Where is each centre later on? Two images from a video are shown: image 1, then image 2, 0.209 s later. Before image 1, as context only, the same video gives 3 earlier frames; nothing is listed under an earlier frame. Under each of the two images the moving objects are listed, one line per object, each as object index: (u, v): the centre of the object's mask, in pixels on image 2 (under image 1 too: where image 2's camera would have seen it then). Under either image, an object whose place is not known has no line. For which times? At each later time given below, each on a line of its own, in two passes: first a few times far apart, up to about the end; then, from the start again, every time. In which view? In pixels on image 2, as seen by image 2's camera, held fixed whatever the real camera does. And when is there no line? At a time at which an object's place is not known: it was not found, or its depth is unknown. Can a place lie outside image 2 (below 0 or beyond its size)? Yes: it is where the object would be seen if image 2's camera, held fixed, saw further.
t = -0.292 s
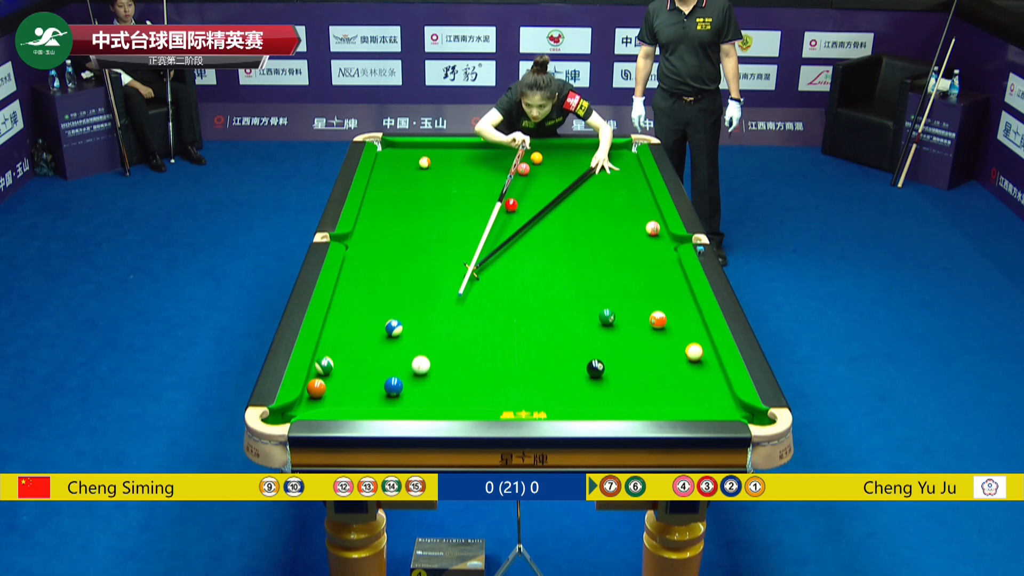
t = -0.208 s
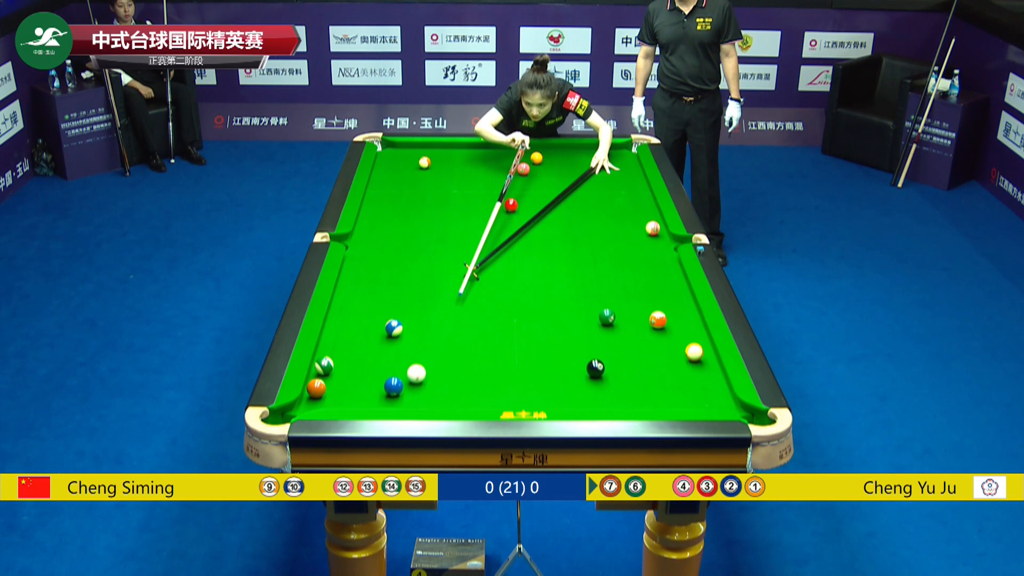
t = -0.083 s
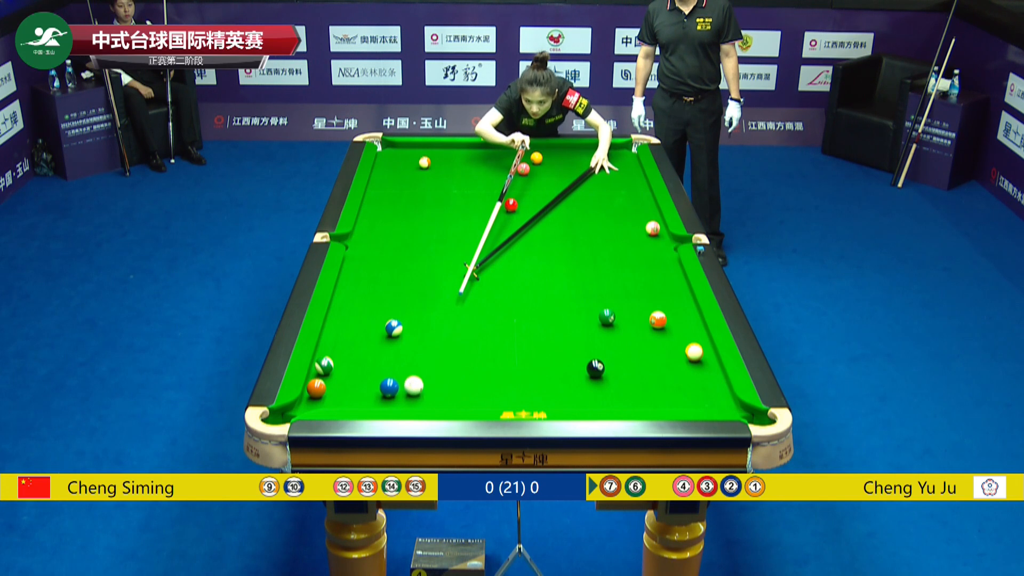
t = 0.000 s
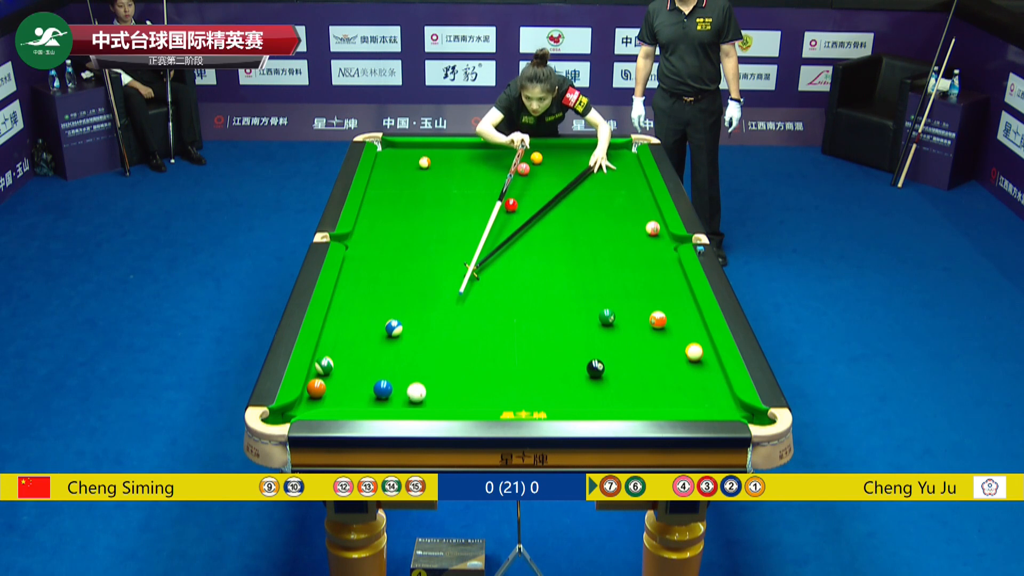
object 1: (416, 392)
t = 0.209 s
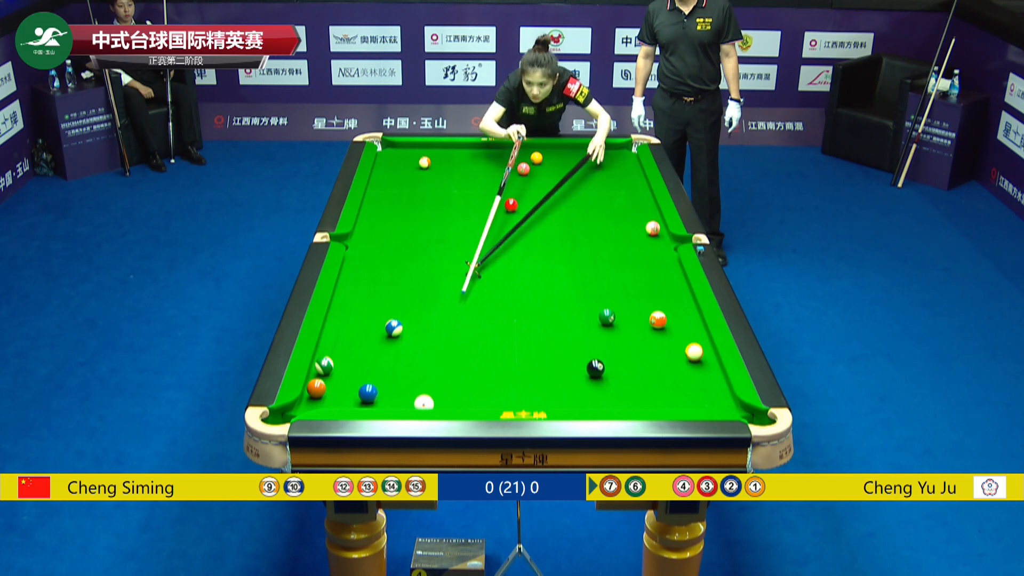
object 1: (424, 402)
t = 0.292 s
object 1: (430, 397)
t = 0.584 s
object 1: (443, 383)
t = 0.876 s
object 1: (454, 370)
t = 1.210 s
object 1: (468, 356)
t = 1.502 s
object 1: (476, 347)
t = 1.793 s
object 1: (484, 338)
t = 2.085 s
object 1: (492, 330)
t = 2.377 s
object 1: (499, 322)
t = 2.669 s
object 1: (504, 317)
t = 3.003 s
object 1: (510, 311)
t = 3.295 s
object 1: (514, 307)
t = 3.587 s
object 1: (518, 303)
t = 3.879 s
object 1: (521, 301)
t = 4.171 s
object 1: (524, 298)
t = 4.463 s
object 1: (525, 297)
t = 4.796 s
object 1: (526, 296)
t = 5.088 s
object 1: (526, 296)
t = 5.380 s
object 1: (527, 296)
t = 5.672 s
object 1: (527, 296)
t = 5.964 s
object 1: (527, 296)
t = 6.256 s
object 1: (527, 296)
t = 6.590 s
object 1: (527, 296)
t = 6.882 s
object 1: (527, 296)
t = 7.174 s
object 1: (527, 296)
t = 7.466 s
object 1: (527, 296)
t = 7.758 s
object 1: (527, 296)
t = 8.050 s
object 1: (527, 296)
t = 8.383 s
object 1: (527, 296)
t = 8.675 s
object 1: (527, 296)
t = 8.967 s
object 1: (527, 296)
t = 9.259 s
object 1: (527, 296)
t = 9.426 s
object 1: (527, 296)
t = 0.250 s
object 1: (428, 399)
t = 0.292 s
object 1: (430, 397)
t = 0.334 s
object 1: (432, 395)
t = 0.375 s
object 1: (434, 393)
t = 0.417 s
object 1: (436, 391)
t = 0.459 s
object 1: (437, 389)
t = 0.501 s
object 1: (439, 387)
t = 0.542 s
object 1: (441, 385)
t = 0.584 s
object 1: (443, 383)
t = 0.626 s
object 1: (444, 381)
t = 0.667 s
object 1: (446, 379)
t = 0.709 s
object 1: (448, 377)
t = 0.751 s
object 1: (450, 376)
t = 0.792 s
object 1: (451, 374)
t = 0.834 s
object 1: (453, 372)
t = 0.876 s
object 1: (454, 370)
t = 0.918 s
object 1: (456, 369)
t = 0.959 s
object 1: (458, 367)
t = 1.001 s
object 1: (459, 366)
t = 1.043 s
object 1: (461, 364)
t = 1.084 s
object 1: (462, 362)
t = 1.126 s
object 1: (463, 361)
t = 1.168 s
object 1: (465, 359)
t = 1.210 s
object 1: (468, 356)
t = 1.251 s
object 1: (469, 355)
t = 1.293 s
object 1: (470, 353)
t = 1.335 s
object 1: (472, 352)
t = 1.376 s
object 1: (473, 350)
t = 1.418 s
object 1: (474, 349)
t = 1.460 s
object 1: (475, 348)
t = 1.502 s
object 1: (476, 347)
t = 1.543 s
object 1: (478, 345)
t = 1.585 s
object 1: (479, 344)
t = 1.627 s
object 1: (480, 343)
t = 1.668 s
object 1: (481, 341)
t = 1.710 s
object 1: (482, 340)
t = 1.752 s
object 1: (483, 339)
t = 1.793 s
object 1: (484, 338)
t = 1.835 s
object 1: (486, 336)
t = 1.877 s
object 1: (487, 335)
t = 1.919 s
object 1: (488, 334)
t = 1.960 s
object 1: (489, 333)
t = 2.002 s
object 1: (490, 332)
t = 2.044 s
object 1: (491, 331)
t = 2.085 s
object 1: (492, 330)
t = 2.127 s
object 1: (493, 329)
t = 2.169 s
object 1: (495, 327)
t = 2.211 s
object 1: (496, 326)
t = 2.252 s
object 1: (496, 325)
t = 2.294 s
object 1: (497, 324)
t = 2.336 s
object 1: (498, 323)
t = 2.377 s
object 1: (499, 322)
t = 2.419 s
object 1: (500, 321)
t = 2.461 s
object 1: (500, 321)
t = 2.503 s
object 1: (501, 320)
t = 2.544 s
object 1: (502, 319)
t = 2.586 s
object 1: (503, 318)
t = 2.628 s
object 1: (504, 317)
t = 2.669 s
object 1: (504, 317)
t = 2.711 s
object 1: (505, 316)
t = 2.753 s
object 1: (506, 315)
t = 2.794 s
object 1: (506, 314)
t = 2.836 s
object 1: (507, 314)
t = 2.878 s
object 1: (508, 313)
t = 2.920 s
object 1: (508, 312)
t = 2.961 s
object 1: (509, 312)
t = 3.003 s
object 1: (510, 311)
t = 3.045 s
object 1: (510, 310)
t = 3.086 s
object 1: (511, 310)
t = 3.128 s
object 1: (511, 309)
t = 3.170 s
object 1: (513, 308)
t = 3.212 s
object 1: (513, 307)
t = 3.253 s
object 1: (514, 307)
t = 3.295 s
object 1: (514, 307)
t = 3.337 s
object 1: (515, 306)
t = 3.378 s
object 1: (515, 306)
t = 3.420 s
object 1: (516, 305)
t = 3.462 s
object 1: (516, 305)
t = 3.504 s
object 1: (517, 304)
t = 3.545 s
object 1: (518, 304)
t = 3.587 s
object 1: (518, 303)
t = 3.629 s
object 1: (518, 303)
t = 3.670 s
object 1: (519, 302)
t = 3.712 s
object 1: (519, 302)
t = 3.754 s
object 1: (520, 302)
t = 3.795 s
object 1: (520, 301)
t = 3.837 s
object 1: (521, 301)
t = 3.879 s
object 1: (521, 301)
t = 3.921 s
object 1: (521, 300)
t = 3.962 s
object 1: (522, 300)
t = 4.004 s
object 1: (522, 300)
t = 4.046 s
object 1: (523, 299)
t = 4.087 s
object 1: (523, 299)
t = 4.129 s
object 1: (524, 299)
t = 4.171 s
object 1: (524, 298)
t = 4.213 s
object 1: (524, 298)
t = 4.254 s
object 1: (524, 298)
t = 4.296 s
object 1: (525, 298)
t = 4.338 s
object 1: (525, 297)
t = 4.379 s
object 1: (525, 297)
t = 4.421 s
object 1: (525, 297)
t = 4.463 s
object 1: (525, 297)
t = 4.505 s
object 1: (525, 297)
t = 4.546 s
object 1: (525, 297)
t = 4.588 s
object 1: (526, 297)
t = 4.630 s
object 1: (526, 296)
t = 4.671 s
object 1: (526, 296)
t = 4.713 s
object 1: (526, 296)
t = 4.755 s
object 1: (526, 296)
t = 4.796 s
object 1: (526, 296)
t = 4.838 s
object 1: (526, 296)
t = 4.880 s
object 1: (526, 296)
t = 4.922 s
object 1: (526, 296)
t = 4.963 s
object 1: (526, 296)
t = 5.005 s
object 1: (526, 296)
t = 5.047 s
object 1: (526, 296)
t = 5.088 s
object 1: (526, 296)
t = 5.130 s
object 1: (526, 296)
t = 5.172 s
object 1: (527, 296)
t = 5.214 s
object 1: (527, 296)
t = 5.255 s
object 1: (527, 296)
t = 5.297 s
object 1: (527, 296)
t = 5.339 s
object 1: (527, 296)
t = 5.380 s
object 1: (527, 296)
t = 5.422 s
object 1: (527, 296)
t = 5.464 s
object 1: (527, 296)
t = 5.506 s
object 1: (527, 296)
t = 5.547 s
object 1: (527, 296)
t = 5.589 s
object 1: (527, 296)
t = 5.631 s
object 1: (527, 296)
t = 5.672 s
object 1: (527, 296)
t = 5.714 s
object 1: (527, 296)
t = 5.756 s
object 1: (527, 296)
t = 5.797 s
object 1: (527, 296)
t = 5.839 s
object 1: (527, 296)
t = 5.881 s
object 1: (527, 296)
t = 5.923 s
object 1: (527, 296)
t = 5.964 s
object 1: (527, 296)
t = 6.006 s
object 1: (527, 296)
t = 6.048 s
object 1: (527, 296)
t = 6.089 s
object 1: (527, 296)
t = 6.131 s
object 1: (527, 296)
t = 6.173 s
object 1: (527, 296)
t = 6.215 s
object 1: (527, 296)
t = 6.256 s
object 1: (527, 296)
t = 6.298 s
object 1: (527, 296)
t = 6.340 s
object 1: (527, 296)
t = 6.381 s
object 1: (527, 296)
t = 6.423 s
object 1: (527, 296)
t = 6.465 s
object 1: (527, 296)
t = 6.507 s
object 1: (527, 296)
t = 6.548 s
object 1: (527, 296)
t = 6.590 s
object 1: (527, 296)
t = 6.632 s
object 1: (527, 296)
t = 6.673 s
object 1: (527, 296)
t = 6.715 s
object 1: (527, 296)
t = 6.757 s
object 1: (527, 296)
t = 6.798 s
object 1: (527, 296)
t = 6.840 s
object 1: (527, 296)
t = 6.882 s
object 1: (527, 296)
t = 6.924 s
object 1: (527, 296)
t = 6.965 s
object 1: (527, 296)
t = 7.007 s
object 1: (527, 296)
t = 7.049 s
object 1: (527, 296)
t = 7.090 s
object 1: (527, 296)
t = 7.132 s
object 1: (527, 296)
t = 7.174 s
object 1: (527, 296)
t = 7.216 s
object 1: (527, 296)
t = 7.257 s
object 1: (527, 296)
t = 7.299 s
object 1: (527, 296)
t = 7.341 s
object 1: (527, 296)
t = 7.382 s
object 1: (527, 296)
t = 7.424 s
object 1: (527, 296)
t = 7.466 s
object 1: (527, 296)
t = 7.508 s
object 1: (527, 296)
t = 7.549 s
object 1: (527, 296)
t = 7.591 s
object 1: (527, 296)
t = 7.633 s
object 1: (527, 296)
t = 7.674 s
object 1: (527, 296)
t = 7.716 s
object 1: (527, 296)
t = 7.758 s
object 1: (527, 296)
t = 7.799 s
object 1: (527, 296)
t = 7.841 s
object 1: (527, 296)
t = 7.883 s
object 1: (527, 296)
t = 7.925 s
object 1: (527, 296)
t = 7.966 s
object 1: (527, 296)
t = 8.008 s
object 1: (527, 296)
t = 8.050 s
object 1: (527, 296)
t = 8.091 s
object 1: (527, 296)
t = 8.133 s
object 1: (527, 296)
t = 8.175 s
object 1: (527, 296)
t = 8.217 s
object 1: (527, 296)
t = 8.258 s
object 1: (527, 296)
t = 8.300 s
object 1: (527, 296)
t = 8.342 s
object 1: (527, 296)
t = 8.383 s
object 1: (527, 296)
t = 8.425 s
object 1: (527, 296)
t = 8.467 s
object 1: (527, 296)
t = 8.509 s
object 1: (527, 296)
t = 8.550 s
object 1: (527, 296)
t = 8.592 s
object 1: (527, 296)
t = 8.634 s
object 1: (527, 296)
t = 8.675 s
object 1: (527, 296)
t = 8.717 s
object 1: (527, 296)
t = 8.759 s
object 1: (527, 296)
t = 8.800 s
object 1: (527, 296)
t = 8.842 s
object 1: (527, 296)
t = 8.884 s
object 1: (527, 296)
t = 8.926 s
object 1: (527, 296)
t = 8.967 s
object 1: (527, 296)
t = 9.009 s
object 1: (527, 296)
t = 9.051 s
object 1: (527, 296)
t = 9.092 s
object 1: (527, 296)
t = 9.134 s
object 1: (527, 296)
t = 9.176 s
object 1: (527, 296)
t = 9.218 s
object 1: (527, 296)
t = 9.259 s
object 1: (527, 296)
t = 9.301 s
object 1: (527, 296)
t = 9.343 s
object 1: (527, 296)
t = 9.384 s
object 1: (527, 296)
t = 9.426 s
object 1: (527, 296)
